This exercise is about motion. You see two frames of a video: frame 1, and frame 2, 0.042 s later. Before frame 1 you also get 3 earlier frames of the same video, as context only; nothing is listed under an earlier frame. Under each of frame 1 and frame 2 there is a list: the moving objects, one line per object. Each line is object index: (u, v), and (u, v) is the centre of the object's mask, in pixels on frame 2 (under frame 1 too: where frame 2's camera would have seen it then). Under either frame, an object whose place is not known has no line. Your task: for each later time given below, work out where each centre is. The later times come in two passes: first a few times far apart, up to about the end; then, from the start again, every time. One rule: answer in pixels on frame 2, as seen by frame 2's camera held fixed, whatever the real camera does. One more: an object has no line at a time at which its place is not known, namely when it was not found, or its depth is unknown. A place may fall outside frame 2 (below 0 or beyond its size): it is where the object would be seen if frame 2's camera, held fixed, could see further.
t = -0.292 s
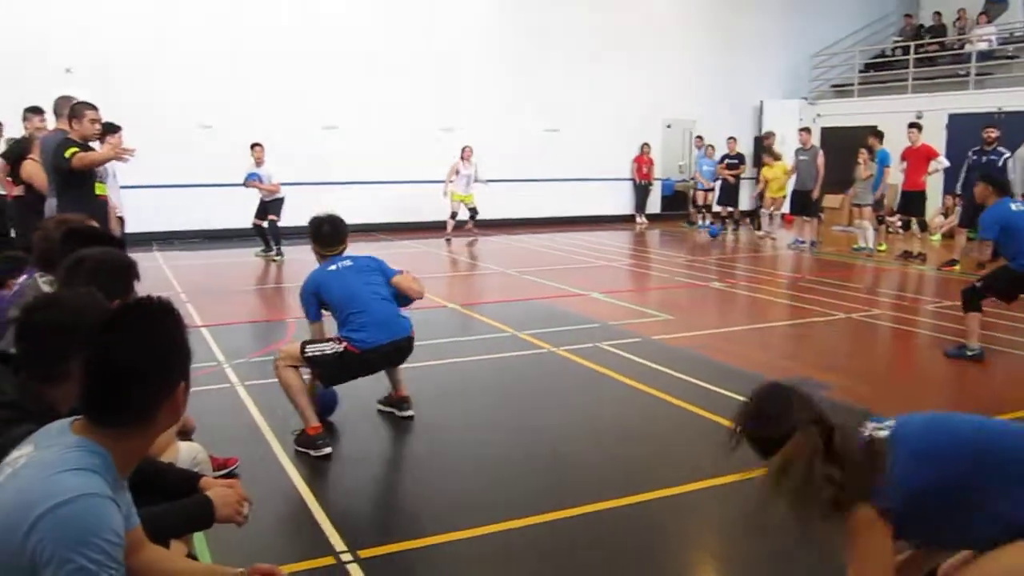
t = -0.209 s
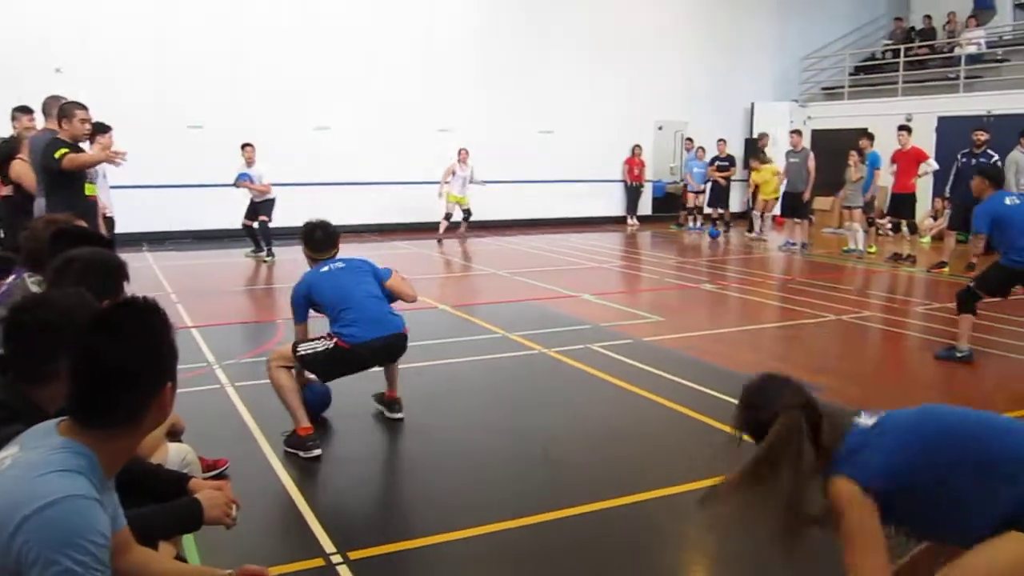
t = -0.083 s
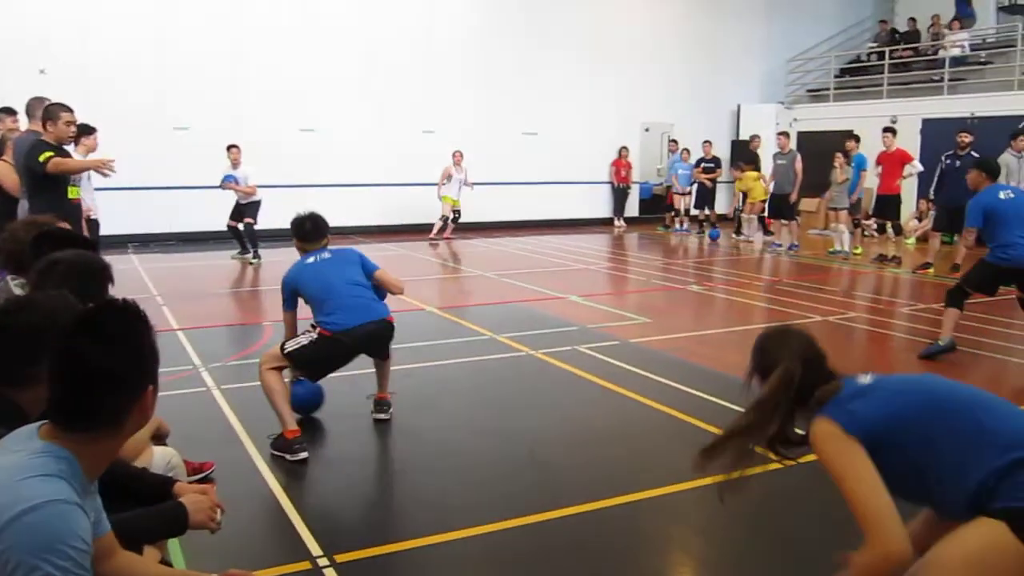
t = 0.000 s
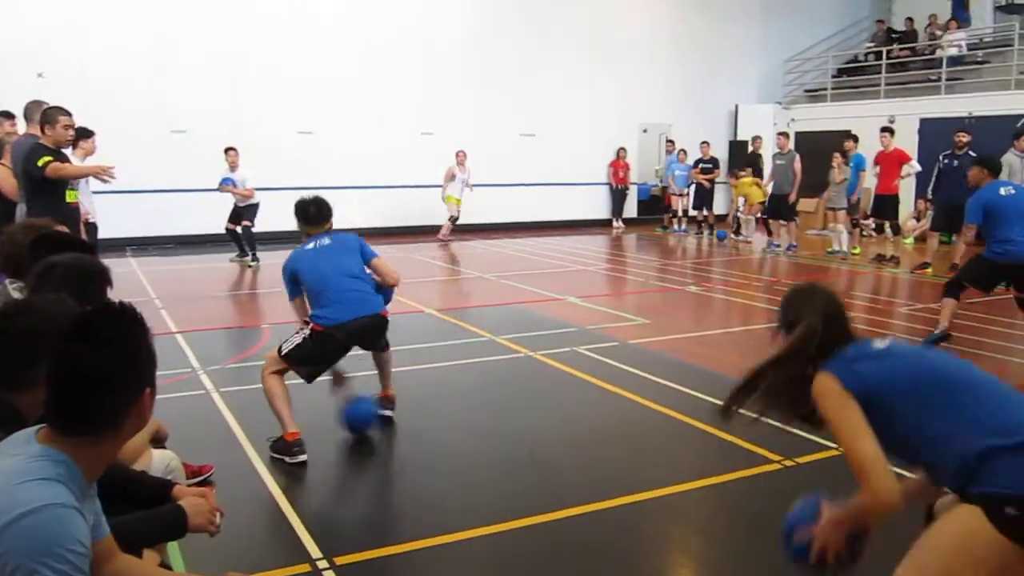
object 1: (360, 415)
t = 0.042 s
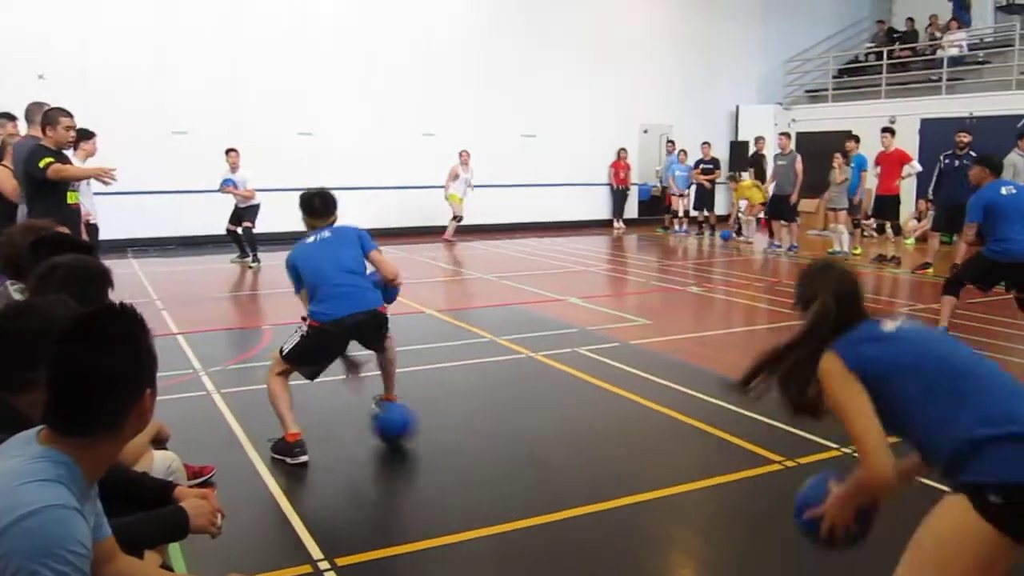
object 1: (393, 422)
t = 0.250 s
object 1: (566, 465)
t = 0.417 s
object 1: (726, 507)
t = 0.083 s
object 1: (429, 432)
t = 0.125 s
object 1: (462, 441)
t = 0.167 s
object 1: (496, 449)
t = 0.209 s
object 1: (531, 459)
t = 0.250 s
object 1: (566, 465)
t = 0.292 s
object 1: (603, 476)
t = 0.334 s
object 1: (641, 484)
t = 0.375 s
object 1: (683, 494)
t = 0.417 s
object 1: (726, 507)
